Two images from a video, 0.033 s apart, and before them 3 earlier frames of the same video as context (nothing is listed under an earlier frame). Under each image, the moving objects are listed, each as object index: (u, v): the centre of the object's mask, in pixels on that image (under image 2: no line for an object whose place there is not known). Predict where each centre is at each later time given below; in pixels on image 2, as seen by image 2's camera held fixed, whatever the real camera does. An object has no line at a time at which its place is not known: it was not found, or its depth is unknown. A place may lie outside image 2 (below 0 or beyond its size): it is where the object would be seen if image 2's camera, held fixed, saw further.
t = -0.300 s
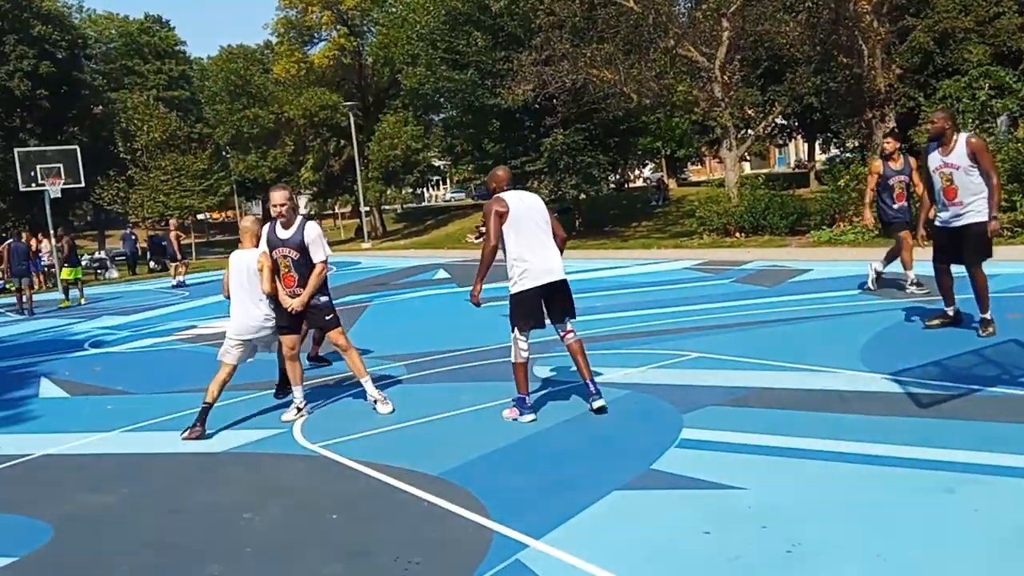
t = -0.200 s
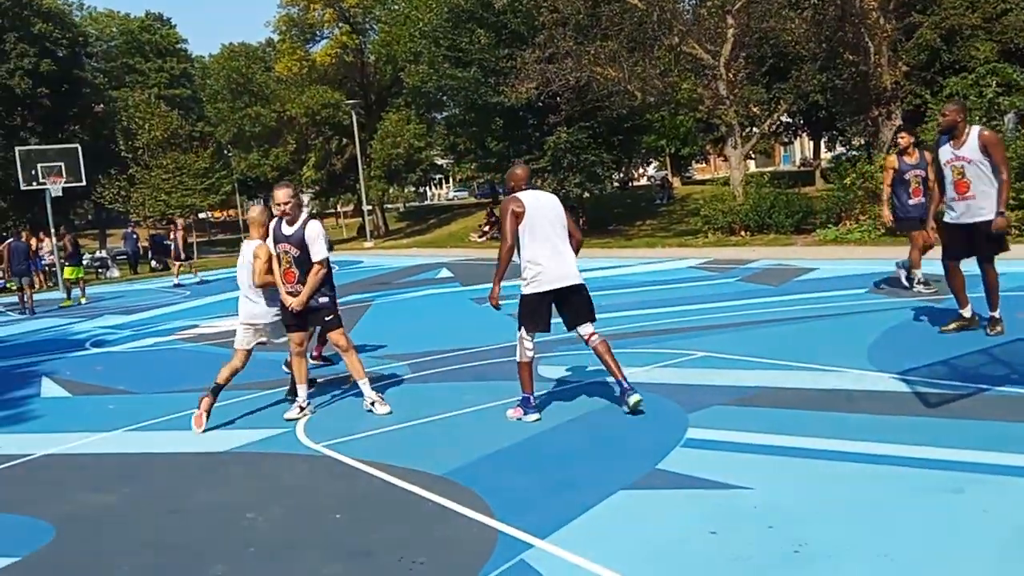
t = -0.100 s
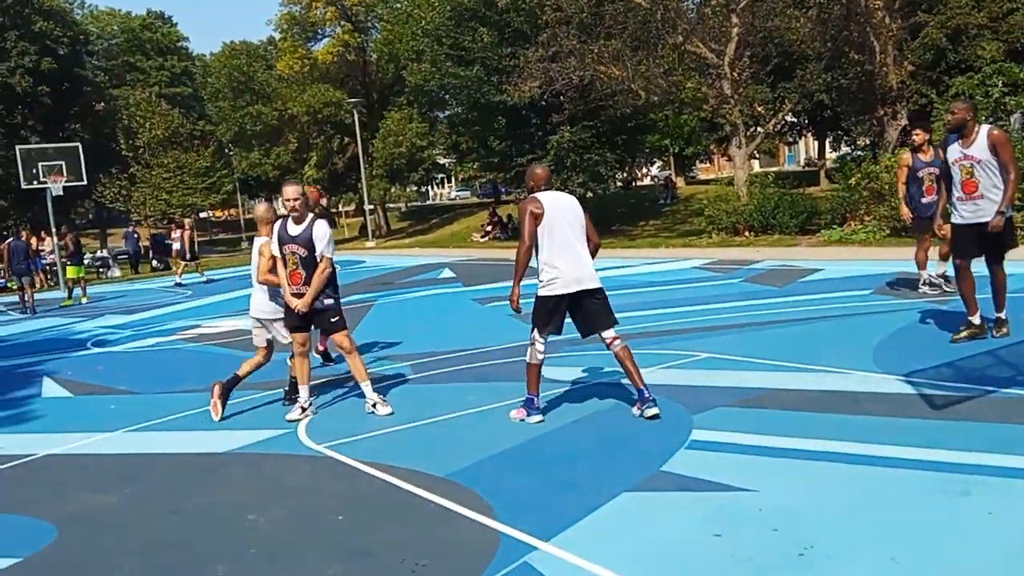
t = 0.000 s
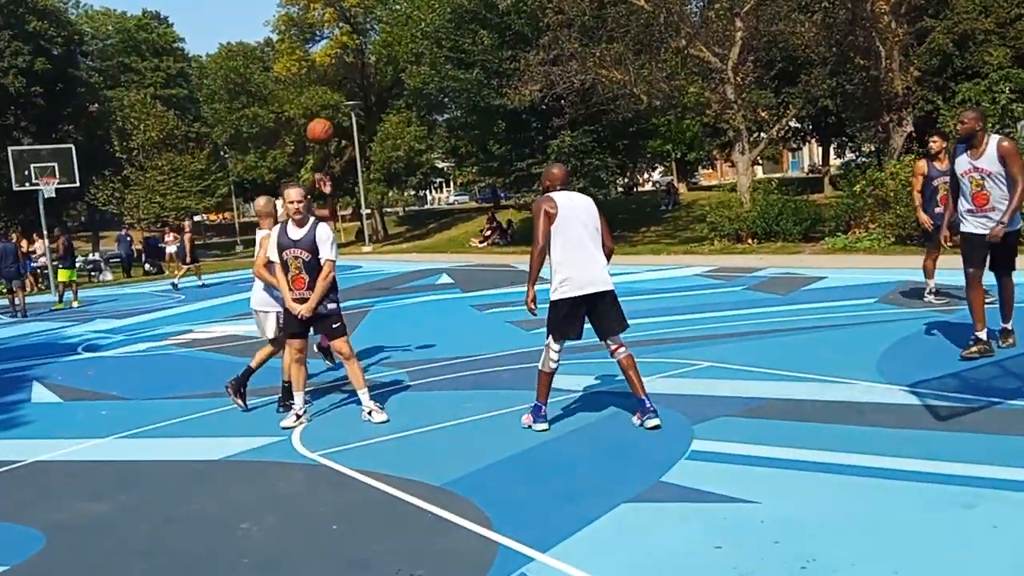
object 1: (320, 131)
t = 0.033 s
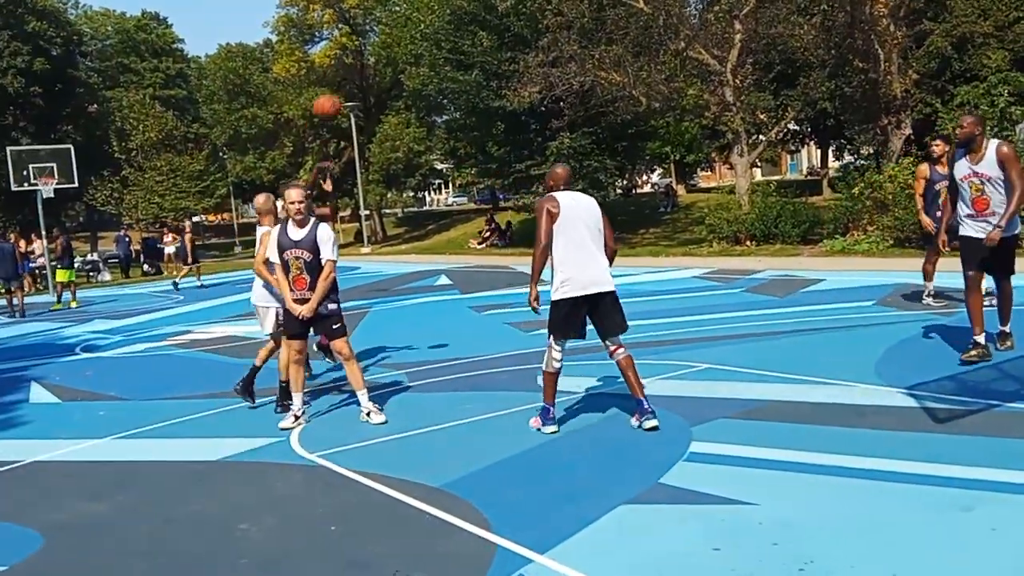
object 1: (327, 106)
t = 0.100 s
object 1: (343, 57)
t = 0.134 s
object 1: (352, 34)
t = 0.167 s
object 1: (361, 10)
